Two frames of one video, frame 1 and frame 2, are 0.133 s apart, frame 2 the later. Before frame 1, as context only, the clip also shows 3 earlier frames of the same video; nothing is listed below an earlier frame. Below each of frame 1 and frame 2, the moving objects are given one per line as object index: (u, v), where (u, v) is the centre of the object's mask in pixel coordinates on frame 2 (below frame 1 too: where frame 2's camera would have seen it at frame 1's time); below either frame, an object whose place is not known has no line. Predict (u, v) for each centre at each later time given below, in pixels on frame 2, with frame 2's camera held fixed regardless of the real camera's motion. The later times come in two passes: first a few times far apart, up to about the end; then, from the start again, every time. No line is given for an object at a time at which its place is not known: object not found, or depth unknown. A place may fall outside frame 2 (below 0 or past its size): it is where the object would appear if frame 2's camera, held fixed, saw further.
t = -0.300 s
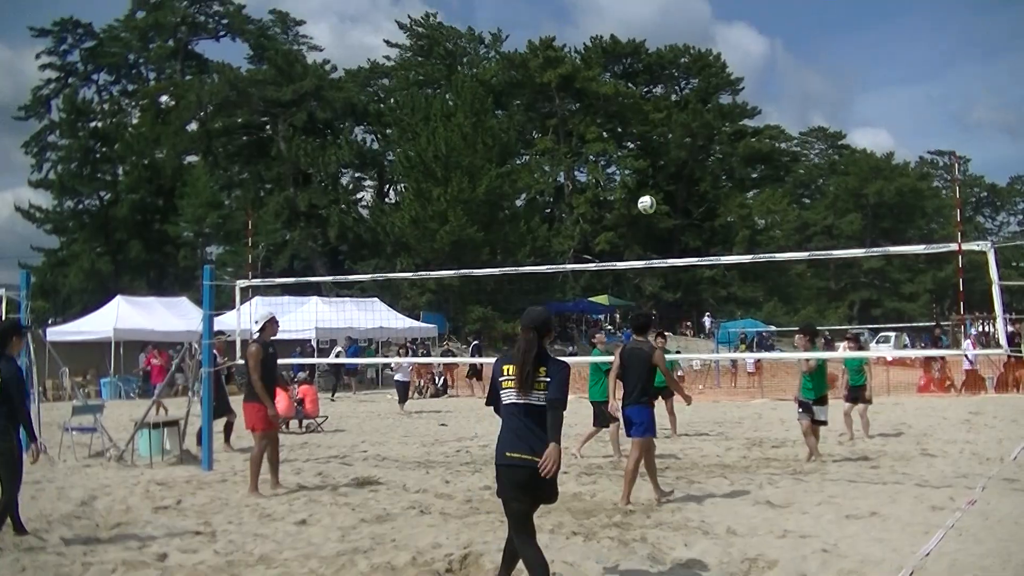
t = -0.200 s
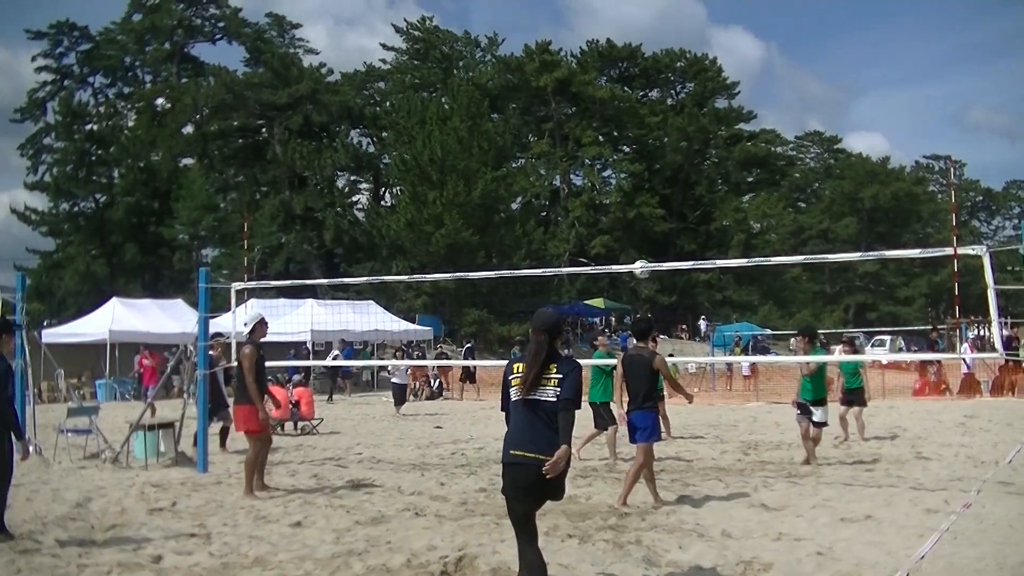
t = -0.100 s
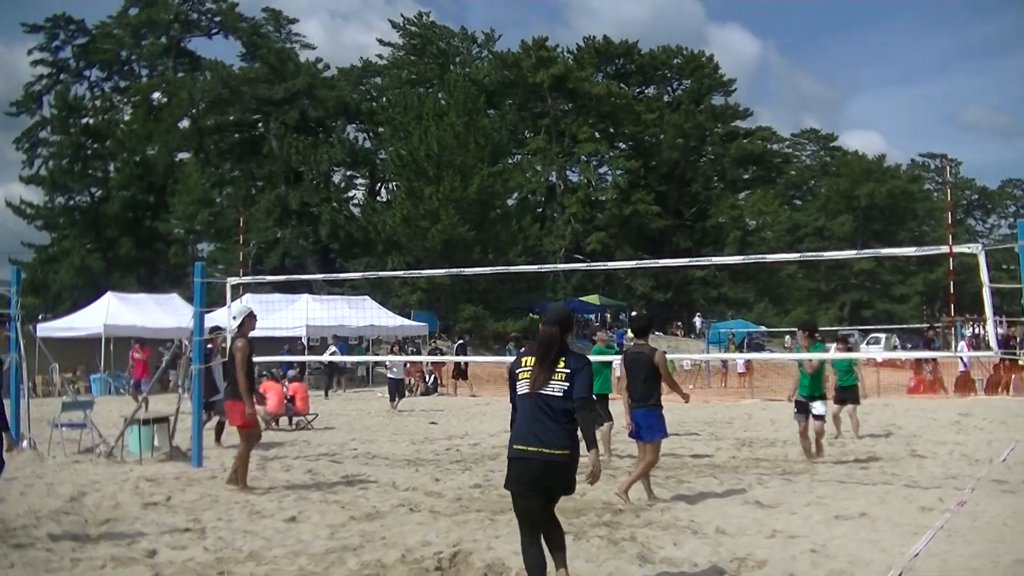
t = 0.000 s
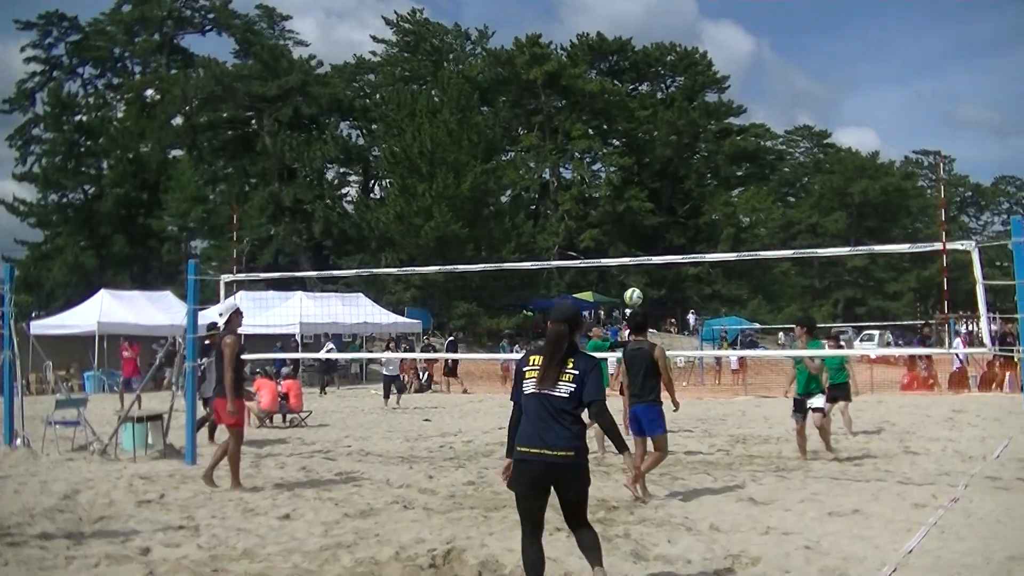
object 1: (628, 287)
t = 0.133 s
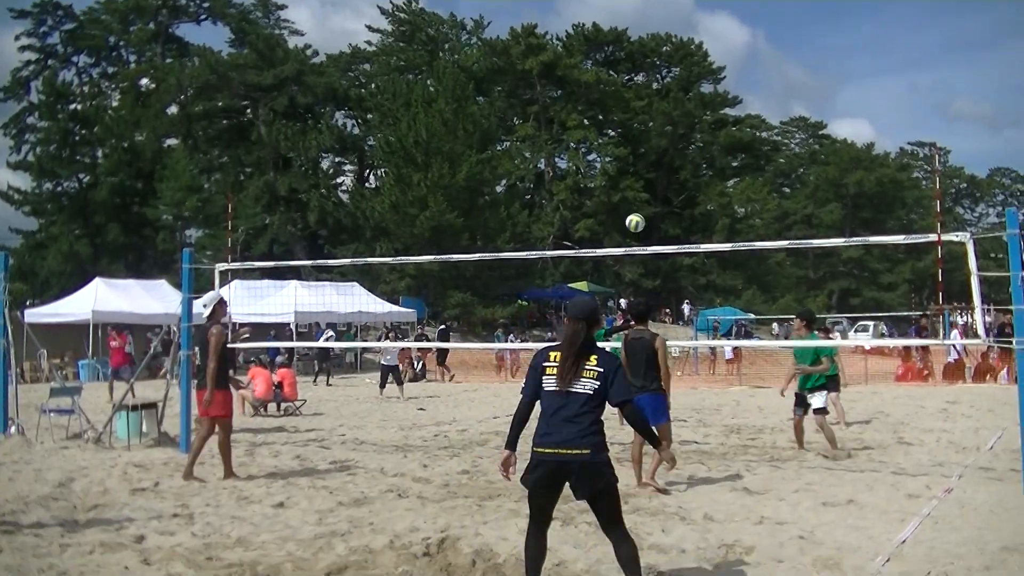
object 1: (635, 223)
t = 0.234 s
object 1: (640, 183)
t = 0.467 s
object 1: (653, 121)
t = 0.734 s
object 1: (670, 103)
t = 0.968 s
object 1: (686, 138)
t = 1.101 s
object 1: (697, 180)
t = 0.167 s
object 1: (637, 209)
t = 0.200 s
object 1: (638, 195)
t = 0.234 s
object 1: (640, 183)
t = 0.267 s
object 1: (642, 172)
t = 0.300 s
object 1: (644, 161)
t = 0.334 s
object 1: (646, 151)
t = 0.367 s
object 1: (647, 143)
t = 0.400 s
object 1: (649, 134)
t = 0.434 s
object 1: (651, 127)
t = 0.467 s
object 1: (653, 121)
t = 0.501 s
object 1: (655, 116)
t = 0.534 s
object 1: (657, 112)
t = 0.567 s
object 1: (659, 108)
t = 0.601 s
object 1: (661, 105)
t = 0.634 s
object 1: (663, 103)
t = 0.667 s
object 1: (665, 102)
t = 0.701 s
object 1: (667, 102)
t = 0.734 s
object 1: (670, 103)
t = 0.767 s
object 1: (672, 105)
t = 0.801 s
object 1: (674, 108)
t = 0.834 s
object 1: (677, 112)
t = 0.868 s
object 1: (679, 116)
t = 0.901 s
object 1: (682, 122)
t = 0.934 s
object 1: (684, 130)
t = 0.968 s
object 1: (686, 138)
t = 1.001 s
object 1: (689, 147)
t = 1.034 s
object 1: (692, 157)
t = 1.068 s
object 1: (694, 168)
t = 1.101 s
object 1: (697, 180)
